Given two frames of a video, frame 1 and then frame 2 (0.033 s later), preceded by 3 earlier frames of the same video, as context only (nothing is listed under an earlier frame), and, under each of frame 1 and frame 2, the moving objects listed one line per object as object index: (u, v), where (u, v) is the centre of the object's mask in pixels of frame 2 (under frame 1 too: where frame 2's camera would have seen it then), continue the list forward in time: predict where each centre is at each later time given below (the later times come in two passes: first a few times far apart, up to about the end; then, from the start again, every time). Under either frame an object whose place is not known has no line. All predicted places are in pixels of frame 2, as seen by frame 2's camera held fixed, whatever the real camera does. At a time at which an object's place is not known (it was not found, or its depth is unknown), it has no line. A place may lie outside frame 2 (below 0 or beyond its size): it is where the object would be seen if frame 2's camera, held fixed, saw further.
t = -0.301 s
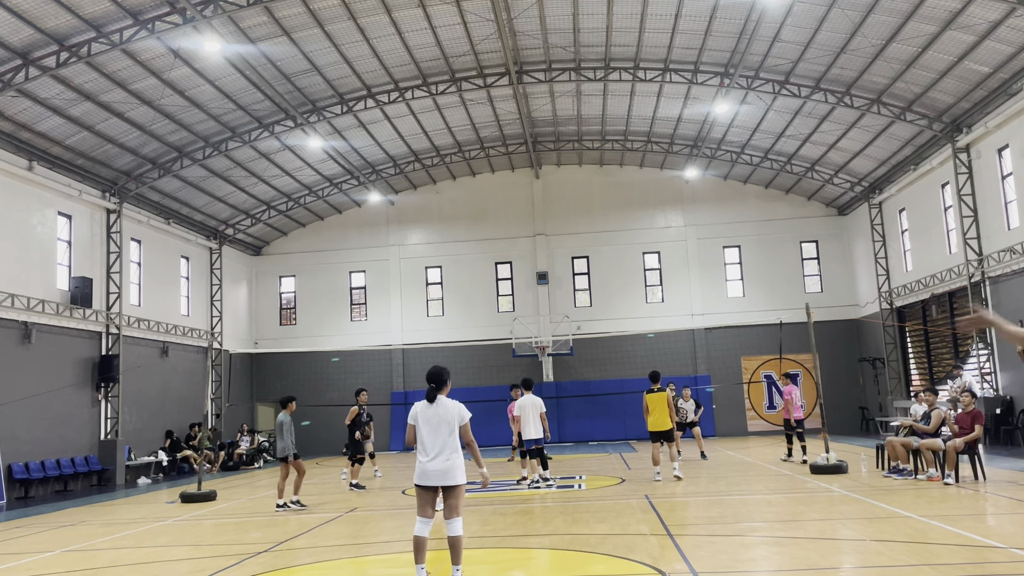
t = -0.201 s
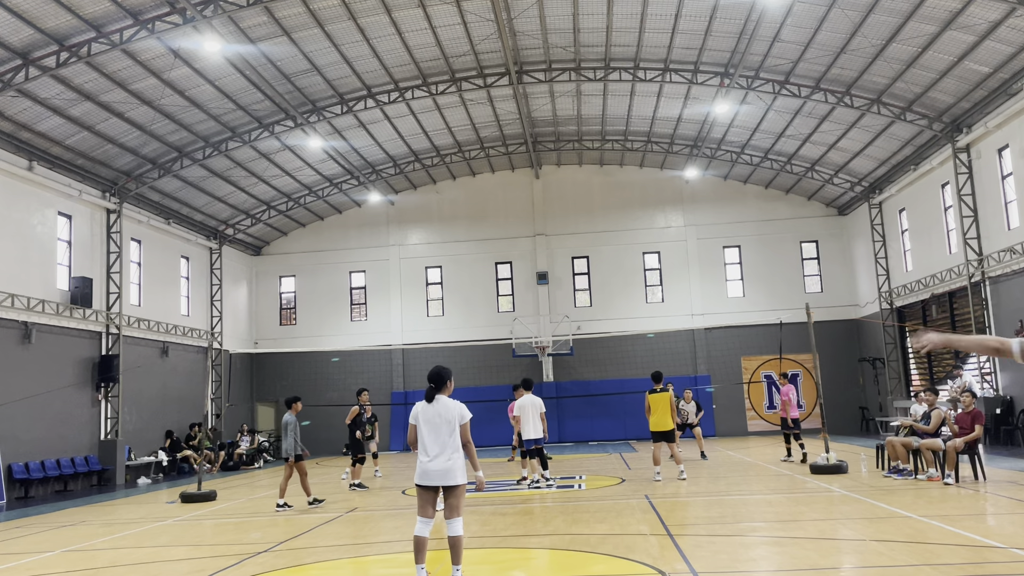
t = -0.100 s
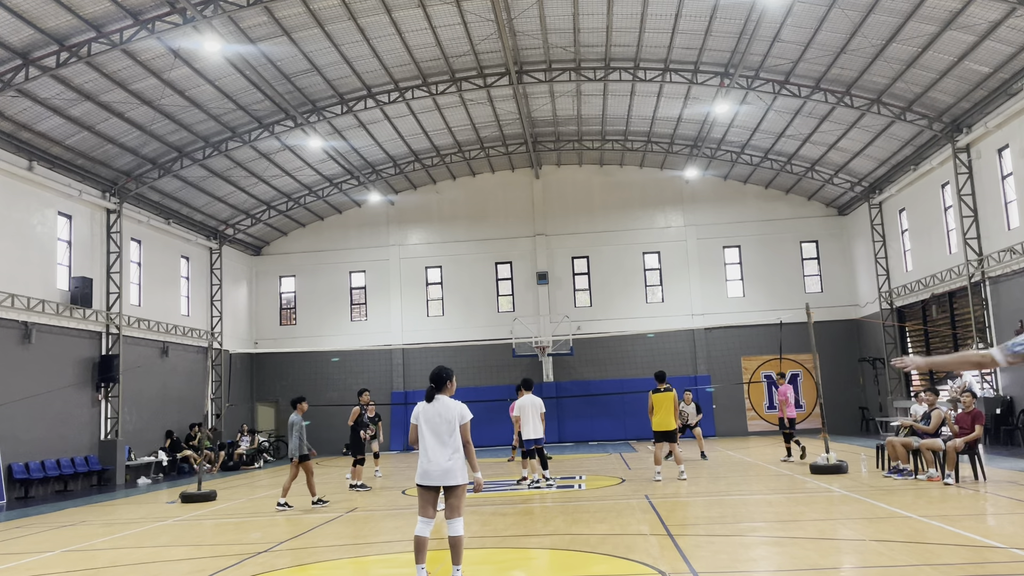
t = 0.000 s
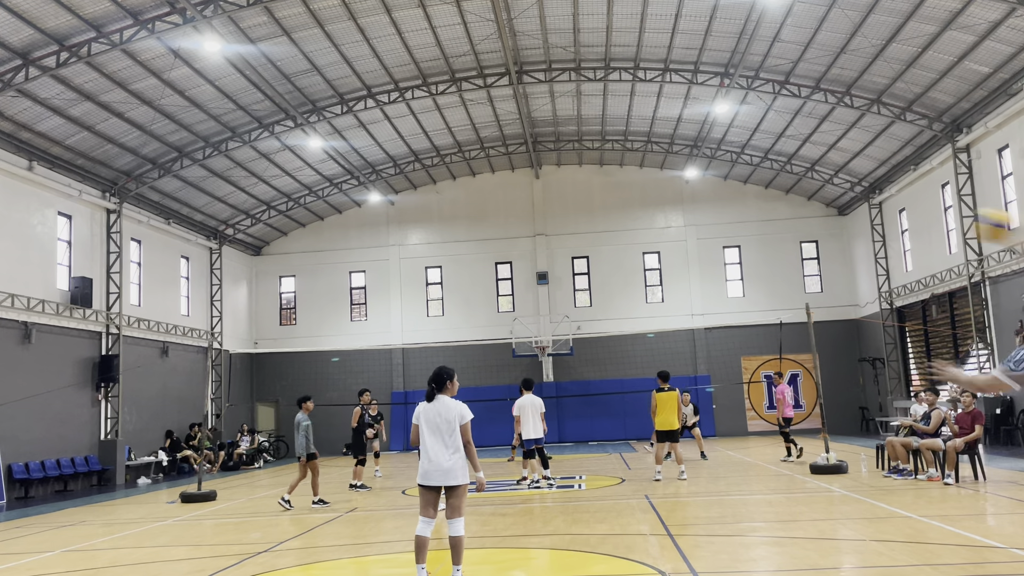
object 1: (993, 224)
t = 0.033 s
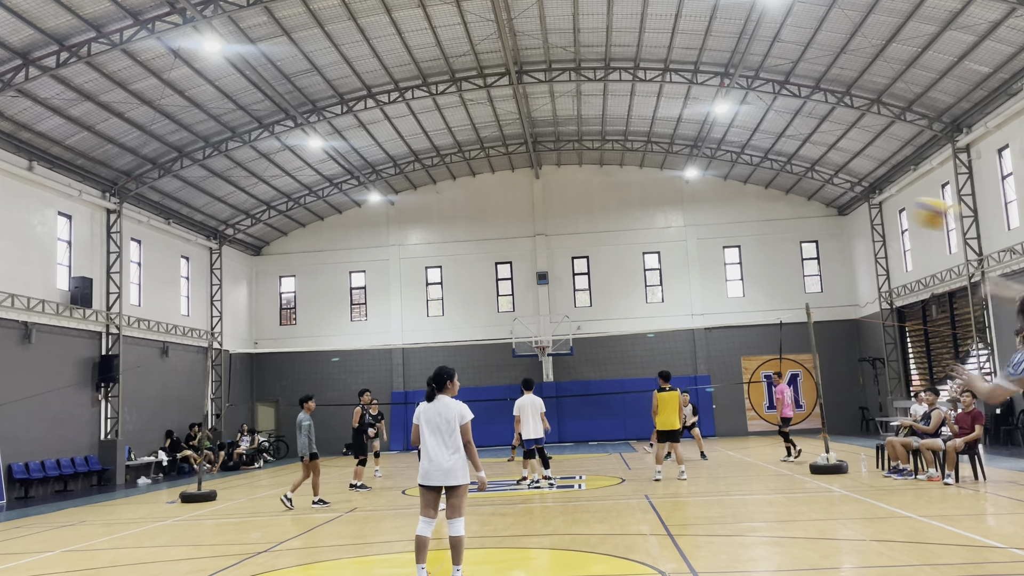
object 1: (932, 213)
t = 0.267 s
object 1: (695, 189)
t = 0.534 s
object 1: (577, 222)
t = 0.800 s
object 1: (516, 274)
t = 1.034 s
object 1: (481, 332)
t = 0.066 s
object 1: (882, 202)
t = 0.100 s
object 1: (840, 196)
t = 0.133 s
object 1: (803, 191)
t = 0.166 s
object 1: (771, 189)
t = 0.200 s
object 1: (742, 187)
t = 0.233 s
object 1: (717, 187)
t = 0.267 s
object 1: (695, 189)
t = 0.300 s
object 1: (674, 191)
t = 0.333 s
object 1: (656, 194)
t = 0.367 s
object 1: (640, 198)
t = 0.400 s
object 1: (626, 202)
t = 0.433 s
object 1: (612, 206)
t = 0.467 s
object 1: (599, 211)
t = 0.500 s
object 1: (587, 217)
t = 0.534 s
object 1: (577, 222)
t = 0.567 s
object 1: (568, 227)
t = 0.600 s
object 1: (559, 233)
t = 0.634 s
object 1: (551, 239)
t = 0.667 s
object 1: (543, 246)
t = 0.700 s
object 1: (536, 253)
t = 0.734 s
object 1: (529, 260)
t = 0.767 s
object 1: (522, 267)
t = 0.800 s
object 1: (516, 274)
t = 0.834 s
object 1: (510, 282)
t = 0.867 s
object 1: (505, 290)
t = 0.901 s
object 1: (499, 298)
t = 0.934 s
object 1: (494, 307)
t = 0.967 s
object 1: (489, 314)
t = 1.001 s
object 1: (485, 323)
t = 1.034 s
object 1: (481, 332)
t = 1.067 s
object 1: (477, 339)
